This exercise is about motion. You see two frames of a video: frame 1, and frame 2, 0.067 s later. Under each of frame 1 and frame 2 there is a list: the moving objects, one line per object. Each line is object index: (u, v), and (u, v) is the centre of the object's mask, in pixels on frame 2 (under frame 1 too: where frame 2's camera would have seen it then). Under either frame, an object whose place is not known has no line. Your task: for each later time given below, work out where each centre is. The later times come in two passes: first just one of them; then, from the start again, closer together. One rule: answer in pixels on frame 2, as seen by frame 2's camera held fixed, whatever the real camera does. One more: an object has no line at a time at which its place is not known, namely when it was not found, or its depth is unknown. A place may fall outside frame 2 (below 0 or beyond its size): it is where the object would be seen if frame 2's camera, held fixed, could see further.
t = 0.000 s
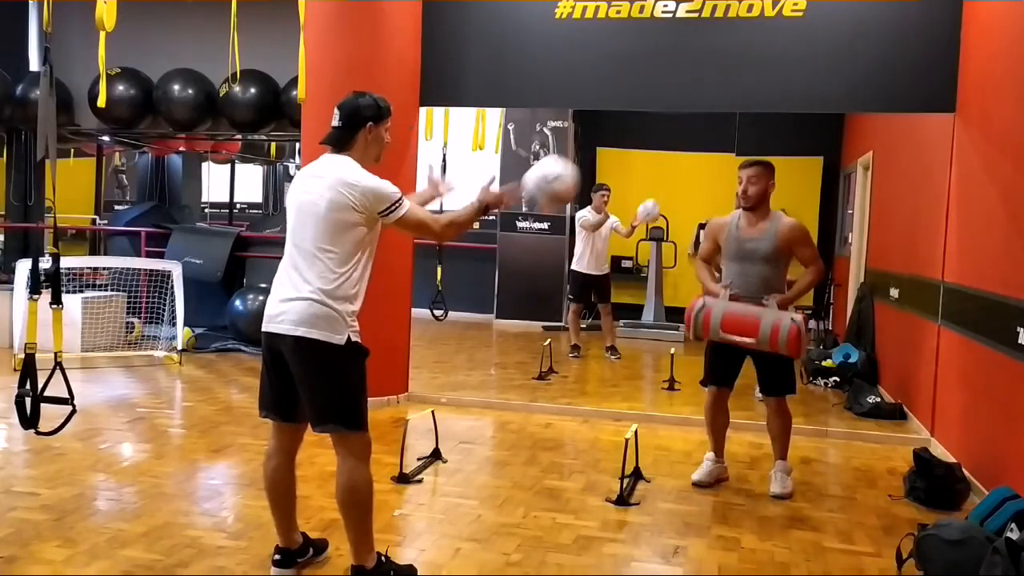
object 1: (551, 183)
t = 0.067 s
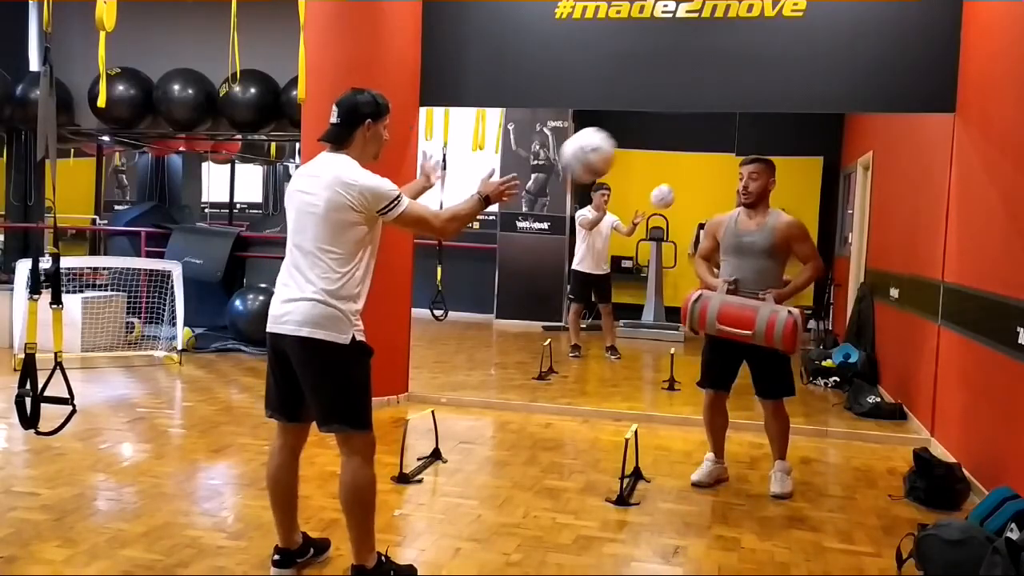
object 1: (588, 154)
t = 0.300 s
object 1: (702, 134)
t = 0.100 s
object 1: (606, 143)
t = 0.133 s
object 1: (624, 135)
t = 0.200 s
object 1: (657, 128)
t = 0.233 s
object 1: (672, 128)
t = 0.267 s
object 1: (688, 130)
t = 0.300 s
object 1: (702, 134)
